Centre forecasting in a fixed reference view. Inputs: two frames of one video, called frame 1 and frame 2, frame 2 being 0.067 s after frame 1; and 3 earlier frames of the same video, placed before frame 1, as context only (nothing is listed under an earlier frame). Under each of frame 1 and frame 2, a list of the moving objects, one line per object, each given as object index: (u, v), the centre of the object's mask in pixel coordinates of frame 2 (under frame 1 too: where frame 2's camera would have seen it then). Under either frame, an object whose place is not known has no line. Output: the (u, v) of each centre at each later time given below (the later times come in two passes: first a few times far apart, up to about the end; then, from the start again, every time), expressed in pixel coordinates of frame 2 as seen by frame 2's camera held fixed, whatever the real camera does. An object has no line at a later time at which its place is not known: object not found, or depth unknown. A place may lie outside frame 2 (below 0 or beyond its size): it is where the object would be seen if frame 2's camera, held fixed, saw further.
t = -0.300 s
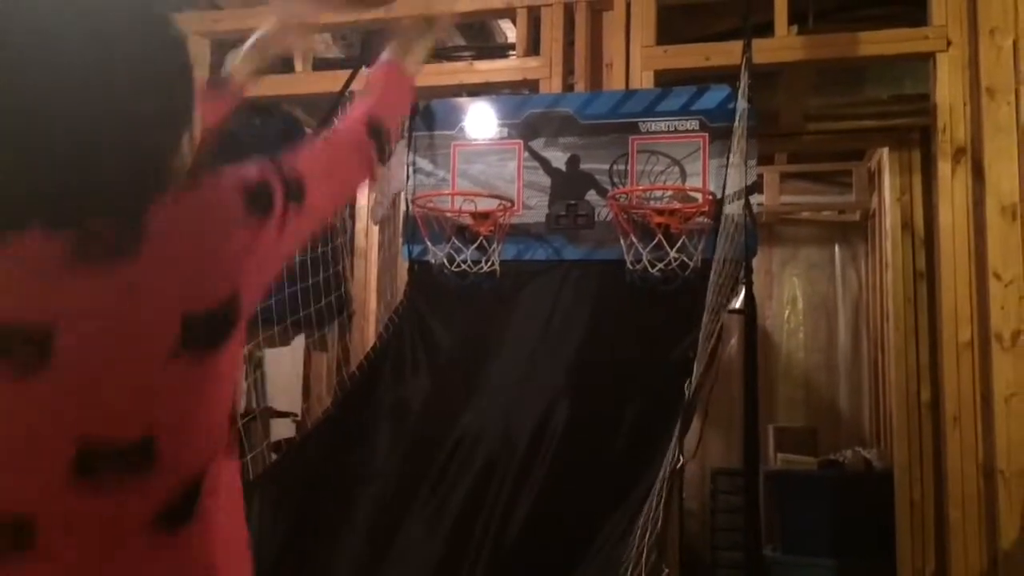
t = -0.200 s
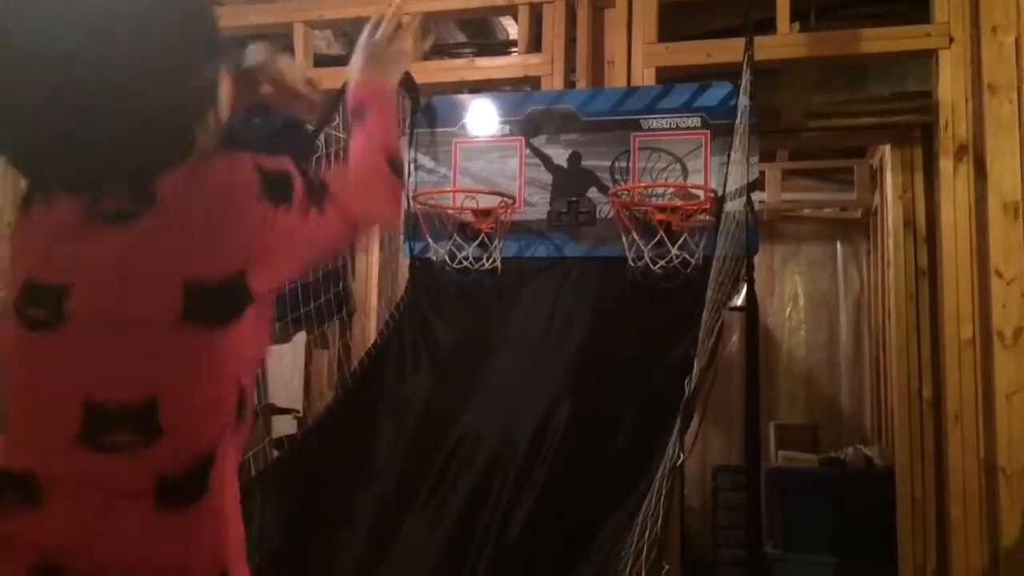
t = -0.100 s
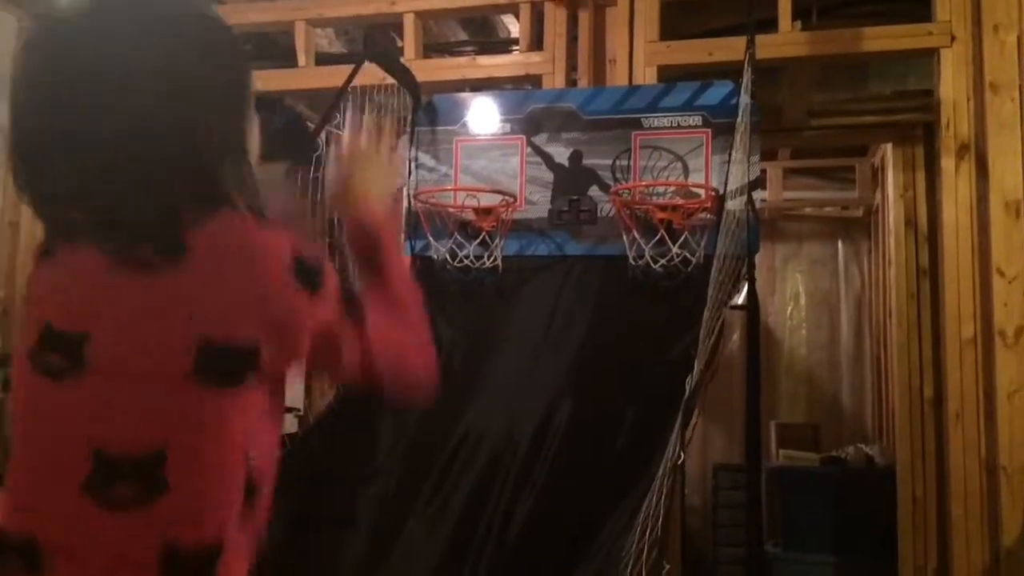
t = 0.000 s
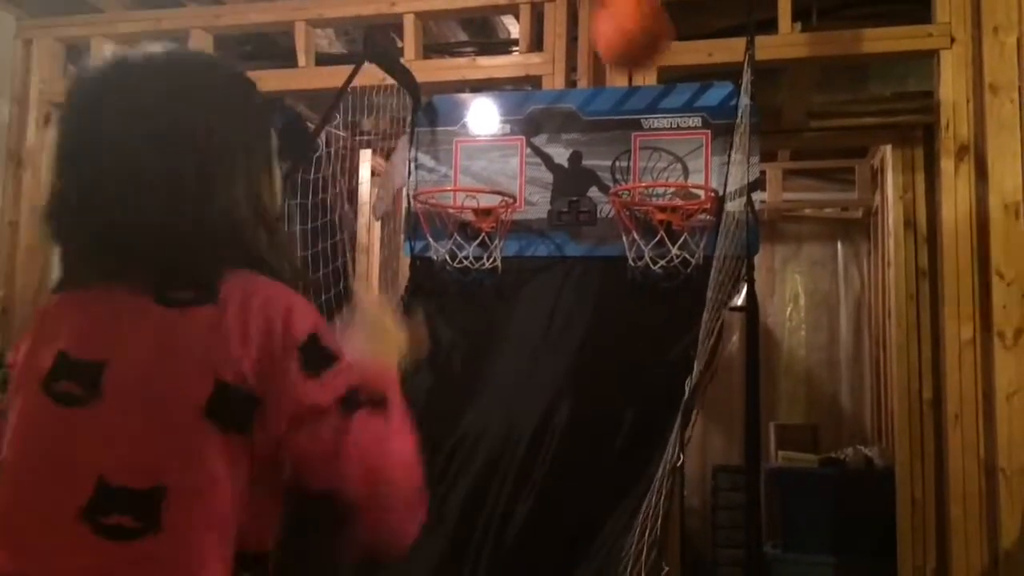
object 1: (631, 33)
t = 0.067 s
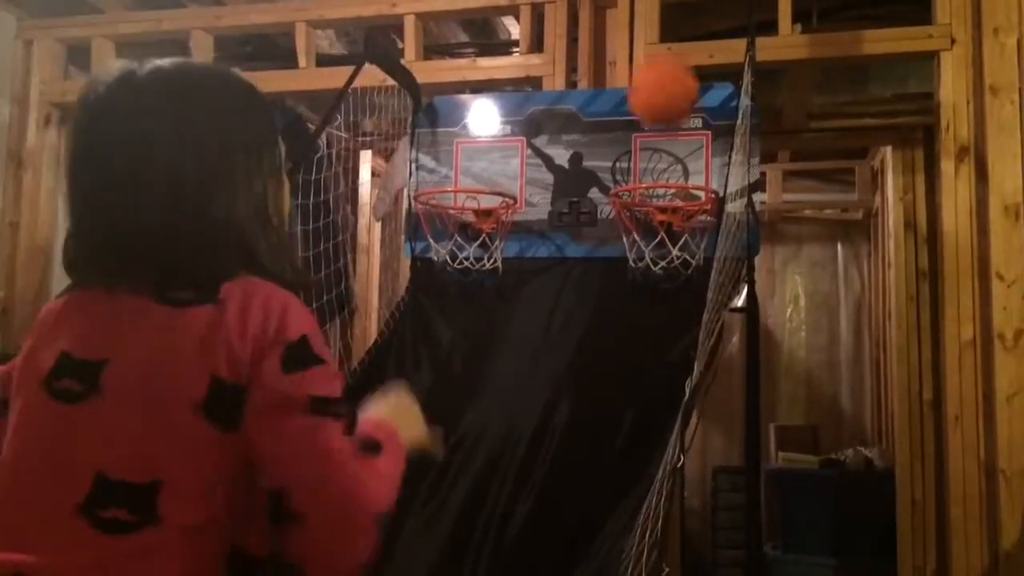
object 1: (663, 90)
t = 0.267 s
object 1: (670, 159)
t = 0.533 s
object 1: (585, 154)
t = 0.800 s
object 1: (486, 381)
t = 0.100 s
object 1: (677, 124)
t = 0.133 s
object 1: (690, 159)
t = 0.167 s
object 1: (689, 162)
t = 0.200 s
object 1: (686, 165)
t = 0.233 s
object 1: (681, 165)
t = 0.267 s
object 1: (670, 159)
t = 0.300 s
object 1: (661, 149)
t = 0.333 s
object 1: (649, 138)
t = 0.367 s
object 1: (640, 133)
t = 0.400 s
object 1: (631, 131)
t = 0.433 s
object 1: (620, 131)
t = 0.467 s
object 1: (609, 135)
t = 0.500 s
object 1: (597, 142)
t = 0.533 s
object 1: (585, 154)
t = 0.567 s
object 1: (573, 172)
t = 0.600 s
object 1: (560, 193)
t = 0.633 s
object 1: (548, 219)
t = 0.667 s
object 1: (534, 251)
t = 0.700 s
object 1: (521, 289)
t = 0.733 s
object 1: (507, 325)
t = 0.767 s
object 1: (495, 359)
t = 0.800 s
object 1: (486, 381)
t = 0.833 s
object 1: (474, 397)
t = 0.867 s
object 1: (461, 410)
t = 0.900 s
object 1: (448, 422)
